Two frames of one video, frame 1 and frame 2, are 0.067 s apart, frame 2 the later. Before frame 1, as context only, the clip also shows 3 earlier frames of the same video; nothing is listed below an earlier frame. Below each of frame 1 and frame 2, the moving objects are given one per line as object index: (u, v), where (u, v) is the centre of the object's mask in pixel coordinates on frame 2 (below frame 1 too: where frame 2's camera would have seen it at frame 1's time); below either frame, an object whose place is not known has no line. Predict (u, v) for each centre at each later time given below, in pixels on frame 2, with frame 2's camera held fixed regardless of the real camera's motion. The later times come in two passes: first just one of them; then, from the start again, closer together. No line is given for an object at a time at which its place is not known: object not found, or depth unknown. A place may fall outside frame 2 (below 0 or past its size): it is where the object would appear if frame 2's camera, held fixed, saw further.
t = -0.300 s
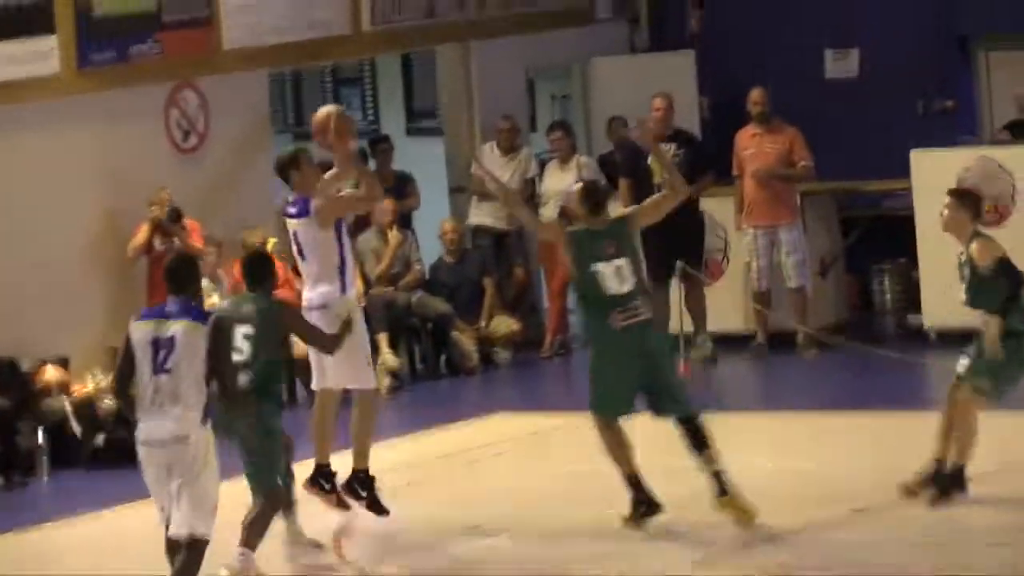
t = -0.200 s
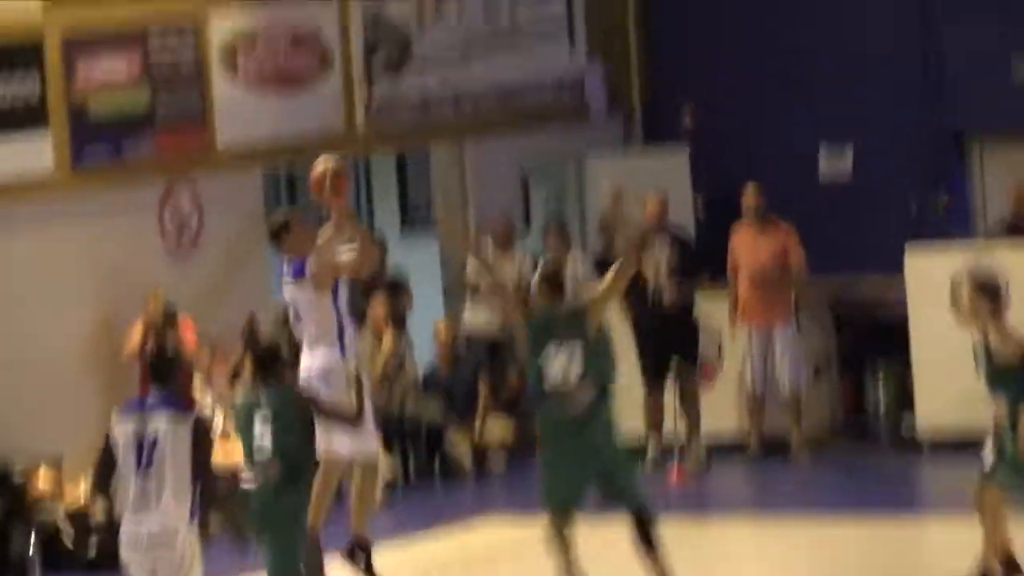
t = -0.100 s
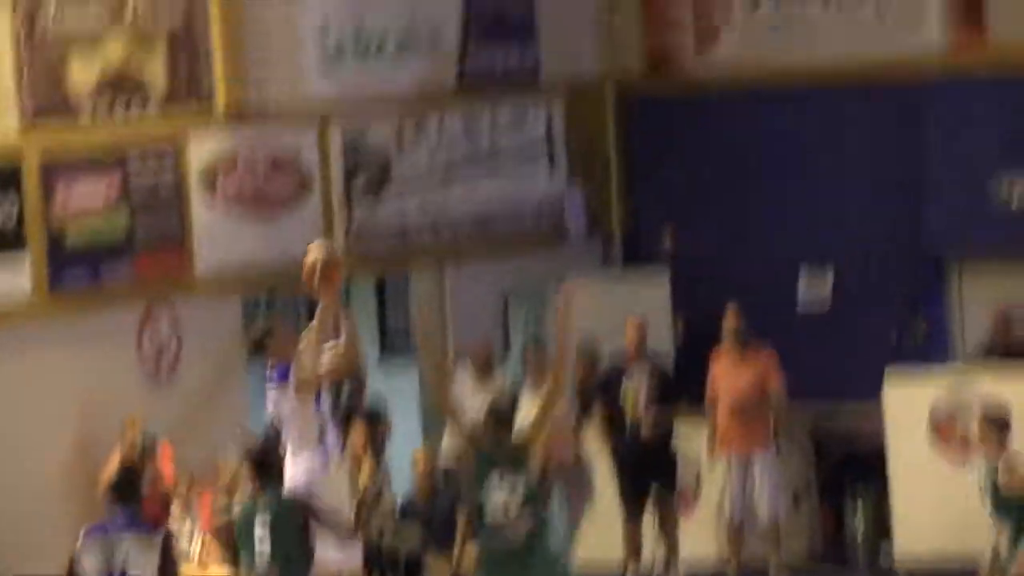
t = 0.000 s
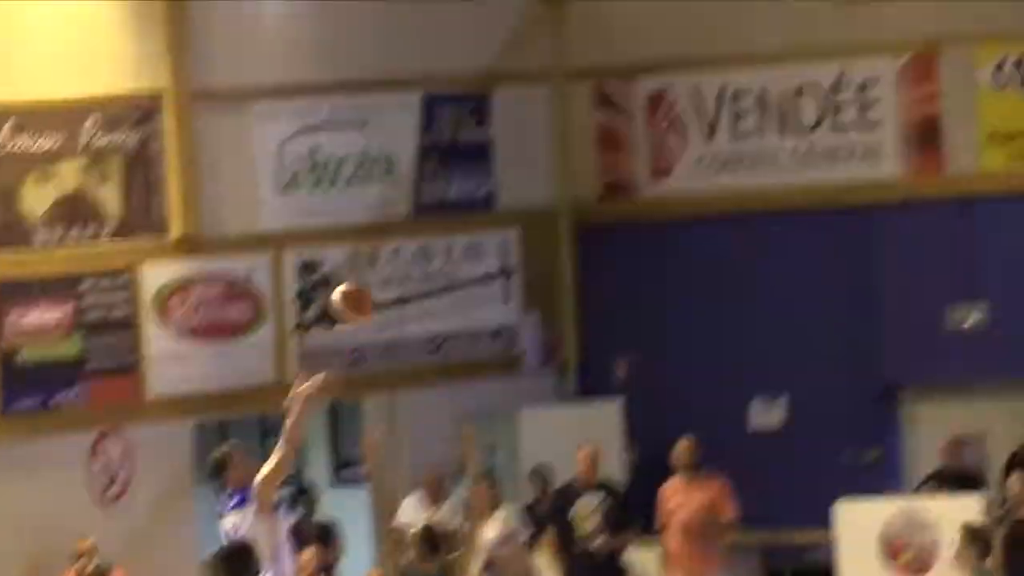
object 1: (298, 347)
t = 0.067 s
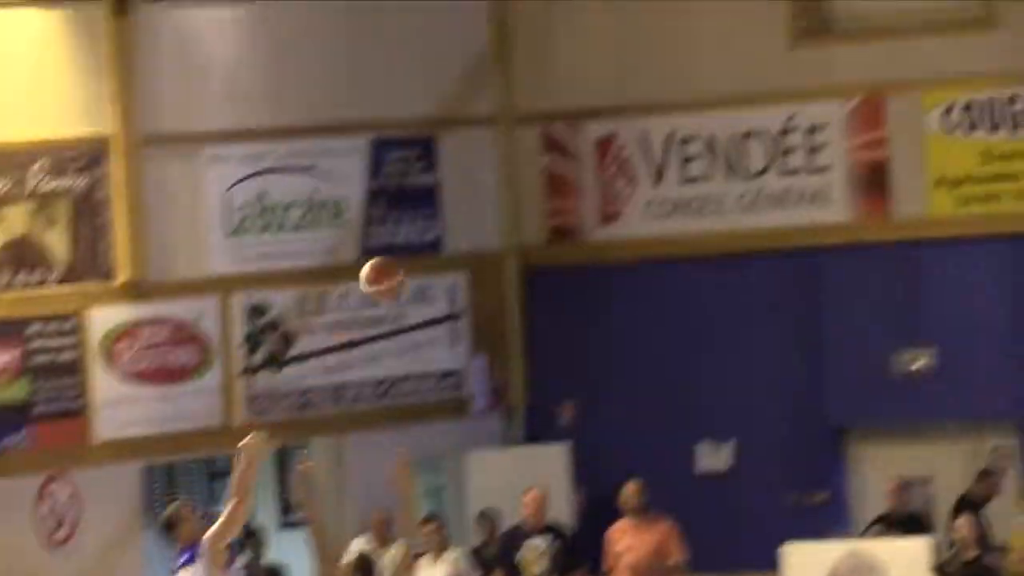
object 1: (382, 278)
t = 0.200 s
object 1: (499, 200)
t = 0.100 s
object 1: (400, 263)
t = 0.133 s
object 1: (441, 238)
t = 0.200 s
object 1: (499, 200)
